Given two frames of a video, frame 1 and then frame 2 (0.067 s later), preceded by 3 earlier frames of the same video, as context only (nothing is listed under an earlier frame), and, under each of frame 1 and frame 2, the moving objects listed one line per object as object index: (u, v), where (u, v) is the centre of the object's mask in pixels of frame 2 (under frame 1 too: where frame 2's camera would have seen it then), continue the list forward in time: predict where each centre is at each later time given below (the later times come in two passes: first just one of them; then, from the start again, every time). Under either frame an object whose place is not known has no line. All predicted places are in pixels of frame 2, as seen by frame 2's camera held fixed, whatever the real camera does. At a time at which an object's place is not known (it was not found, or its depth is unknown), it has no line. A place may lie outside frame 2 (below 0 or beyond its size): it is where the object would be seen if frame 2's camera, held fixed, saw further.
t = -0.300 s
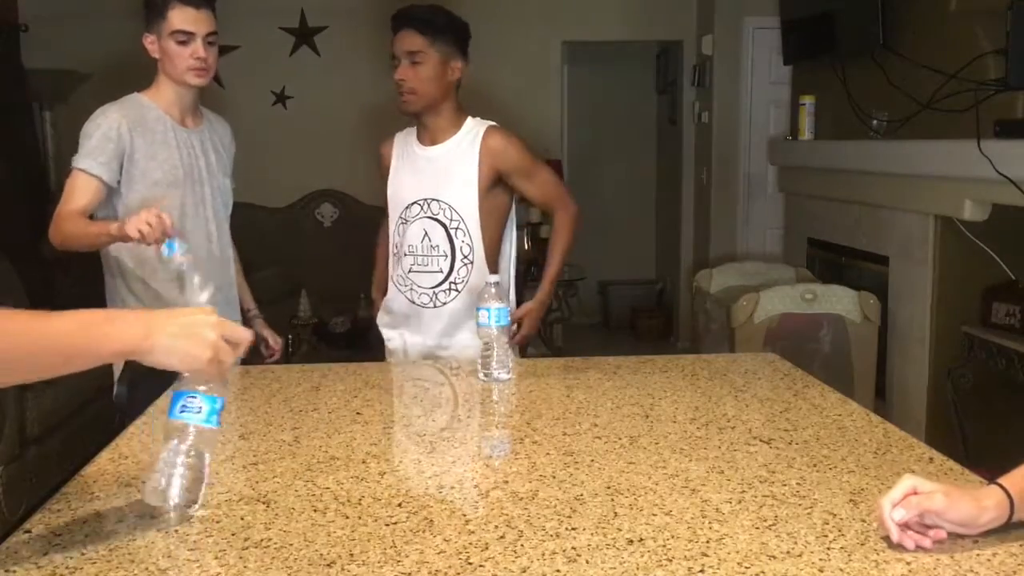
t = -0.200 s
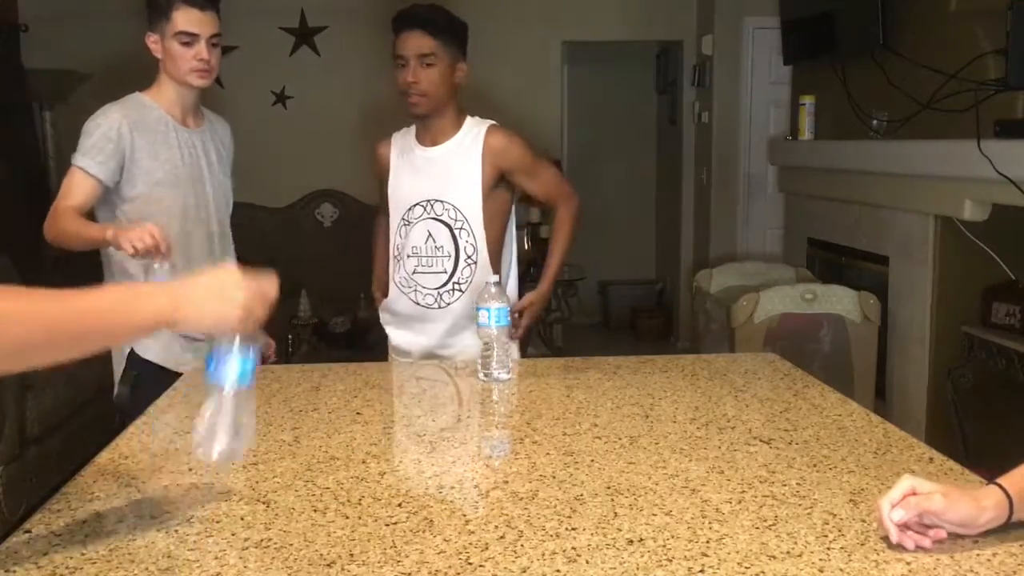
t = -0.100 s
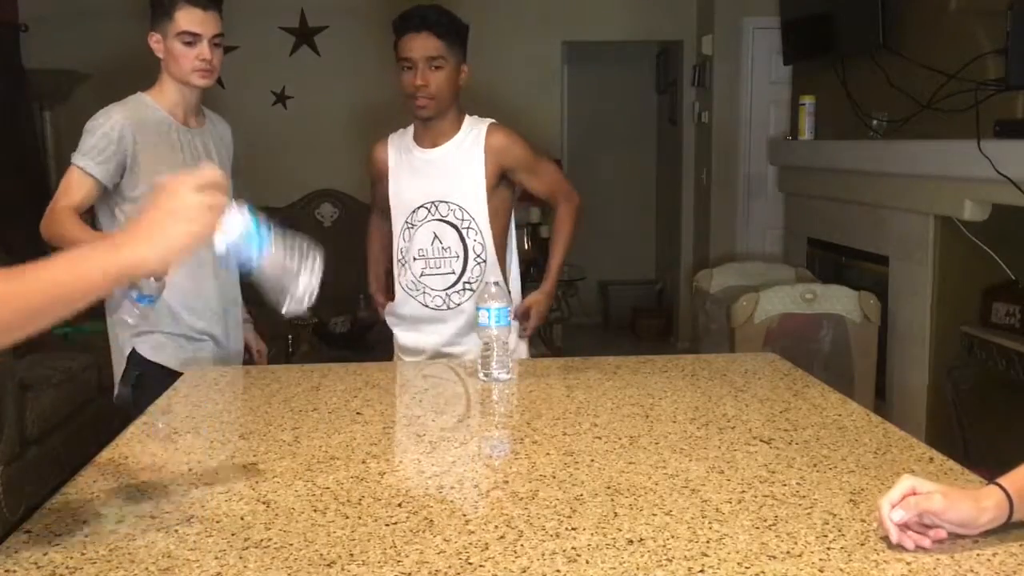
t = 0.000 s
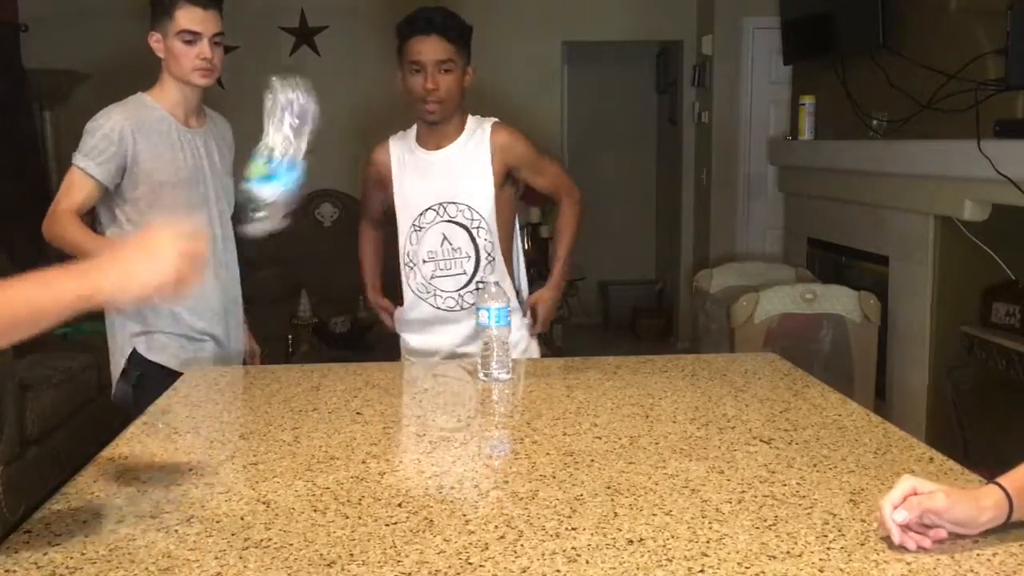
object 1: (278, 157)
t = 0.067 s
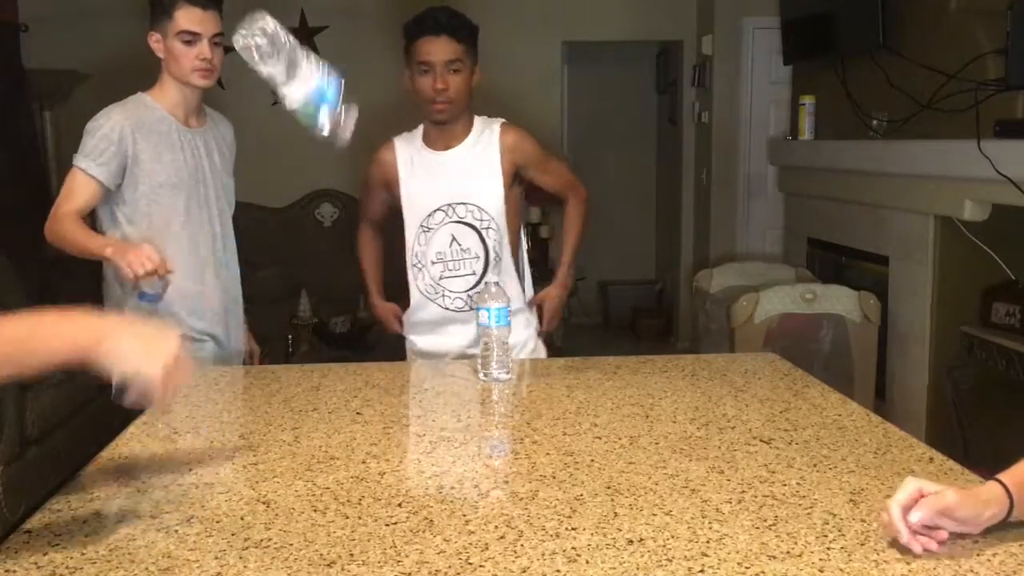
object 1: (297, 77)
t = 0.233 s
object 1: (273, 45)
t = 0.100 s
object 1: (295, 47)
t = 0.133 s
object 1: (290, 30)
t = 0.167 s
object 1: (282, 25)
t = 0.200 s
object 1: (275, 31)
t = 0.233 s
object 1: (273, 45)
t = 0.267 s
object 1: (272, 65)
